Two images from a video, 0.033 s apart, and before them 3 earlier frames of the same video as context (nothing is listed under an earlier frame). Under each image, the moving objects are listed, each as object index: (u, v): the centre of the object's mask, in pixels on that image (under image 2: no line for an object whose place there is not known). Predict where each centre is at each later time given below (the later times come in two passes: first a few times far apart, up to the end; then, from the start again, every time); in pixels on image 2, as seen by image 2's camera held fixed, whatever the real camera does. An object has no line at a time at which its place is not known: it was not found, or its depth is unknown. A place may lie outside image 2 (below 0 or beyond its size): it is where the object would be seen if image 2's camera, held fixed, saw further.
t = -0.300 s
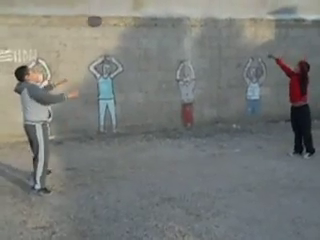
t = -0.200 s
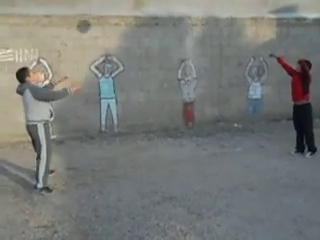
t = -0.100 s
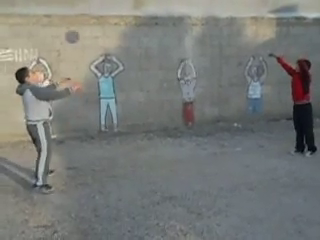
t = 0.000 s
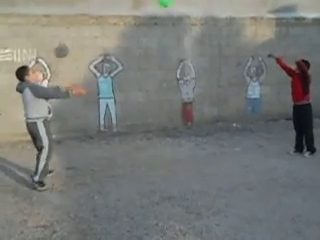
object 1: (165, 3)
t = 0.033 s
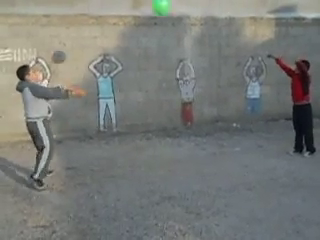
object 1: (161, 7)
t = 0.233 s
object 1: (138, 66)
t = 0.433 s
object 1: (119, 141)
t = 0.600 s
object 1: (107, 126)
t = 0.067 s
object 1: (157, 15)
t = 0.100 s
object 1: (153, 24)
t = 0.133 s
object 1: (149, 34)
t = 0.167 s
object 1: (145, 44)
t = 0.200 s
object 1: (141, 55)
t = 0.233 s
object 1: (138, 66)
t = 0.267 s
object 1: (134, 78)
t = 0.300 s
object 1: (130, 90)
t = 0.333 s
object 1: (127, 103)
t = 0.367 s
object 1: (124, 115)
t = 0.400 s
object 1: (121, 128)
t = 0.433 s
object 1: (119, 141)
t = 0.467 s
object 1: (116, 156)
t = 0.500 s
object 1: (115, 156)
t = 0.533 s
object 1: (112, 144)
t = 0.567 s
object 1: (110, 135)
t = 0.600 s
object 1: (107, 126)
